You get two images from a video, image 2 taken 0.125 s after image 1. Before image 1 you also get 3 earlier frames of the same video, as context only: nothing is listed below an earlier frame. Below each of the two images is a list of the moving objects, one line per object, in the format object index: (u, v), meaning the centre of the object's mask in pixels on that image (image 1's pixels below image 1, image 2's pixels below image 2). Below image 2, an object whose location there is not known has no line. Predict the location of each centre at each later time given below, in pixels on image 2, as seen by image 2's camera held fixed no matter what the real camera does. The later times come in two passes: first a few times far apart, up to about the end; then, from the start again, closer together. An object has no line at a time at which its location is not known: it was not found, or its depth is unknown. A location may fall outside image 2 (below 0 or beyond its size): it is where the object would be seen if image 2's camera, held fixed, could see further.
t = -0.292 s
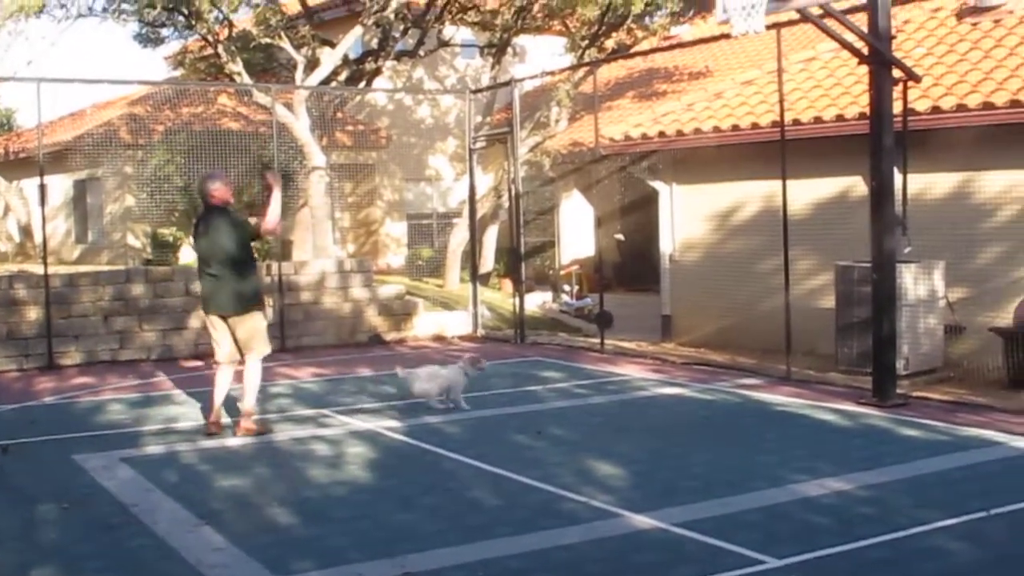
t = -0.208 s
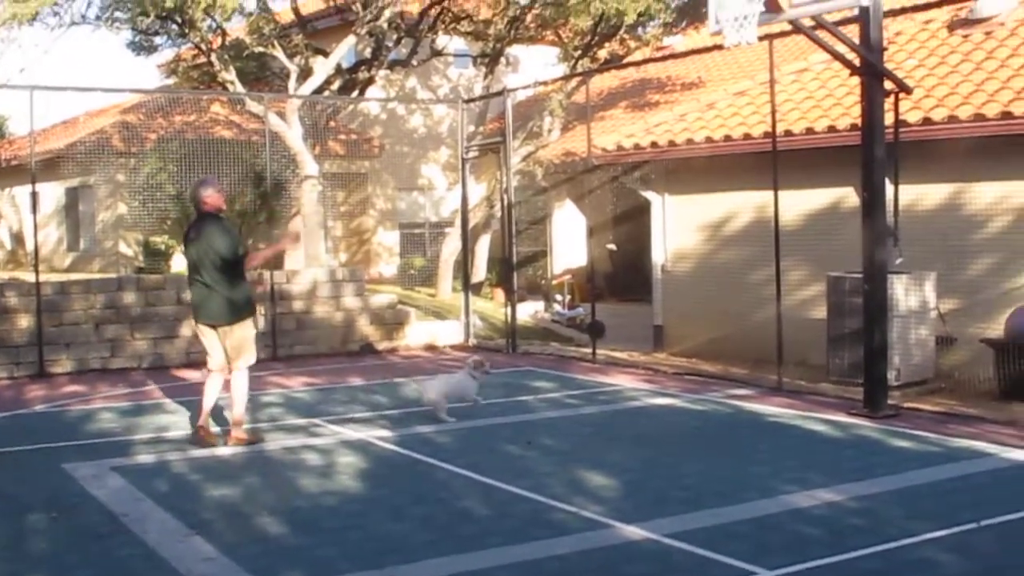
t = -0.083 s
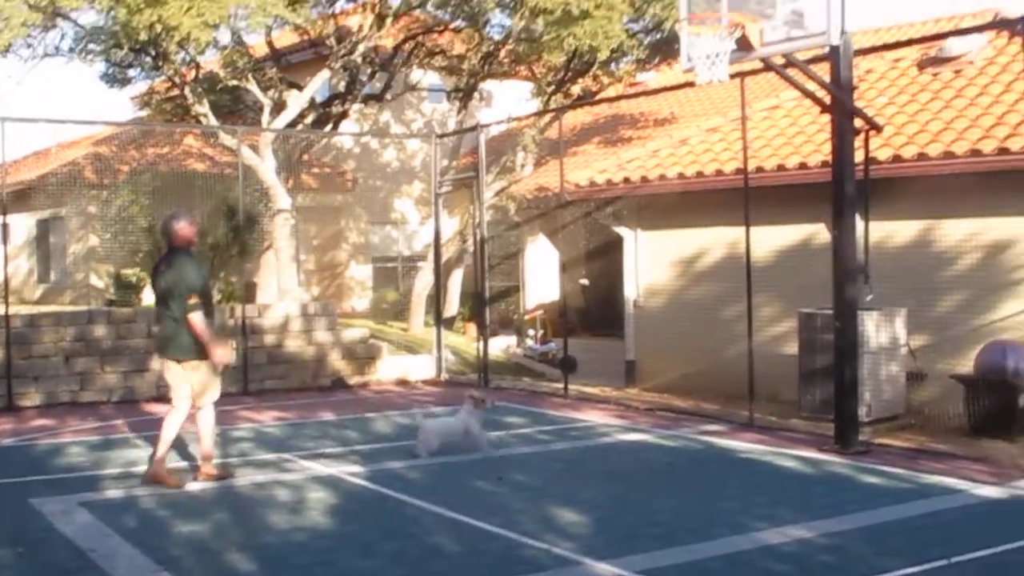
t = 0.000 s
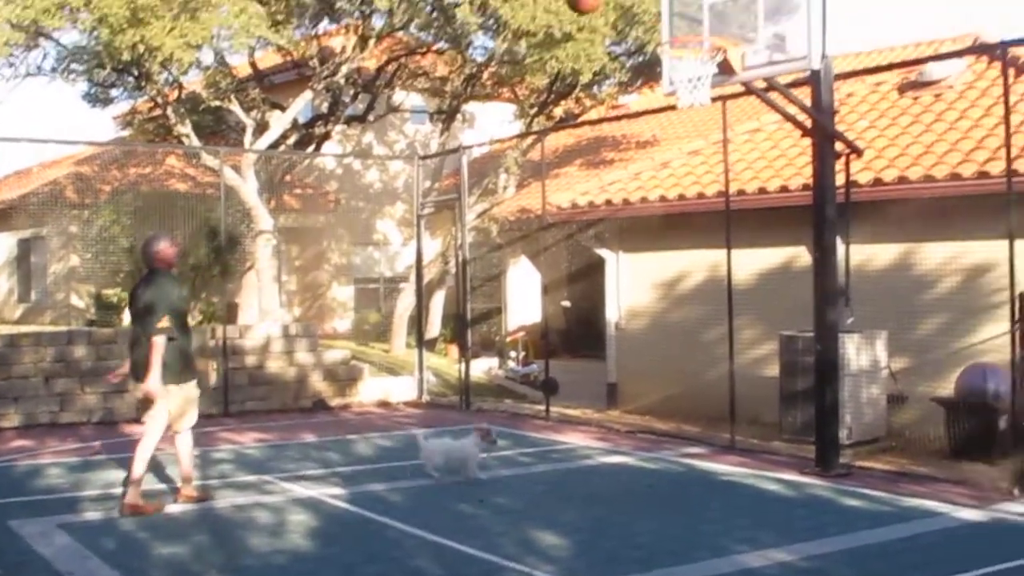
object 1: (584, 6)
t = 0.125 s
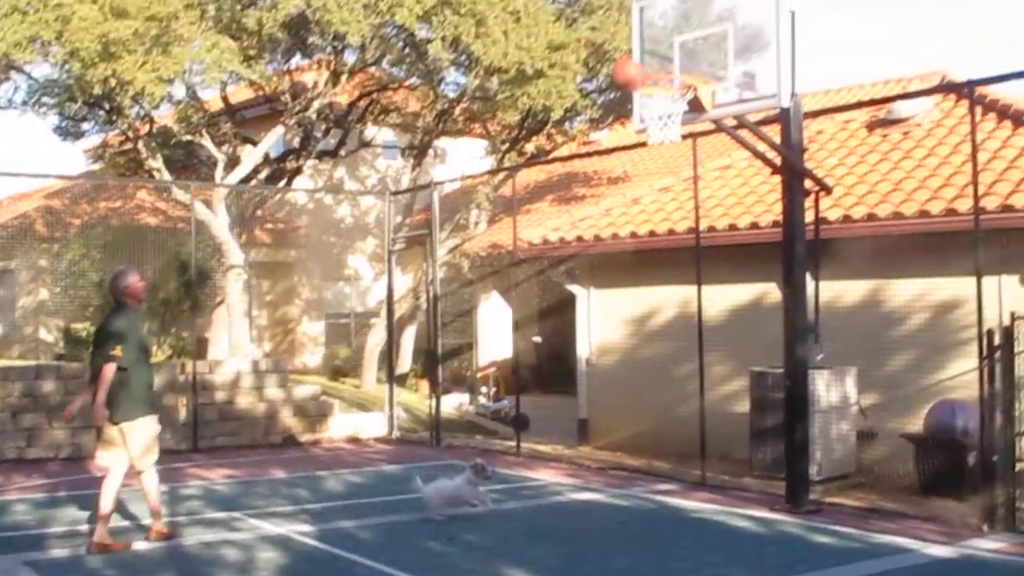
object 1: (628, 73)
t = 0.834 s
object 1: (732, 425)
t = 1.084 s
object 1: (735, 275)
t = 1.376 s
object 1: (741, 235)
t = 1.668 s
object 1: (751, 368)
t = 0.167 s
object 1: (639, 91)
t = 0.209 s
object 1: (646, 109)
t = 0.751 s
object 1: (732, 495)
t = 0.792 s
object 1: (733, 460)
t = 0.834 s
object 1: (732, 425)
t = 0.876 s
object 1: (732, 393)
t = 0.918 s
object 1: (733, 363)
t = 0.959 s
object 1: (734, 338)
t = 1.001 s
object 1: (734, 314)
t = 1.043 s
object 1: (734, 295)
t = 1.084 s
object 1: (735, 275)
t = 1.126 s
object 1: (737, 261)
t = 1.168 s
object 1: (737, 249)
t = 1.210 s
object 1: (737, 240)
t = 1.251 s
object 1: (738, 234)
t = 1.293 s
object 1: (739, 233)
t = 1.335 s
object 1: (740, 232)
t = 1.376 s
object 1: (741, 235)
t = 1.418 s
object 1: (742, 241)
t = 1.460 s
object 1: (743, 253)
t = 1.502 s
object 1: (744, 267)
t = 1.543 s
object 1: (745, 288)
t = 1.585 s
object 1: (747, 309)
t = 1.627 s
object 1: (748, 336)
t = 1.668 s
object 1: (751, 368)
